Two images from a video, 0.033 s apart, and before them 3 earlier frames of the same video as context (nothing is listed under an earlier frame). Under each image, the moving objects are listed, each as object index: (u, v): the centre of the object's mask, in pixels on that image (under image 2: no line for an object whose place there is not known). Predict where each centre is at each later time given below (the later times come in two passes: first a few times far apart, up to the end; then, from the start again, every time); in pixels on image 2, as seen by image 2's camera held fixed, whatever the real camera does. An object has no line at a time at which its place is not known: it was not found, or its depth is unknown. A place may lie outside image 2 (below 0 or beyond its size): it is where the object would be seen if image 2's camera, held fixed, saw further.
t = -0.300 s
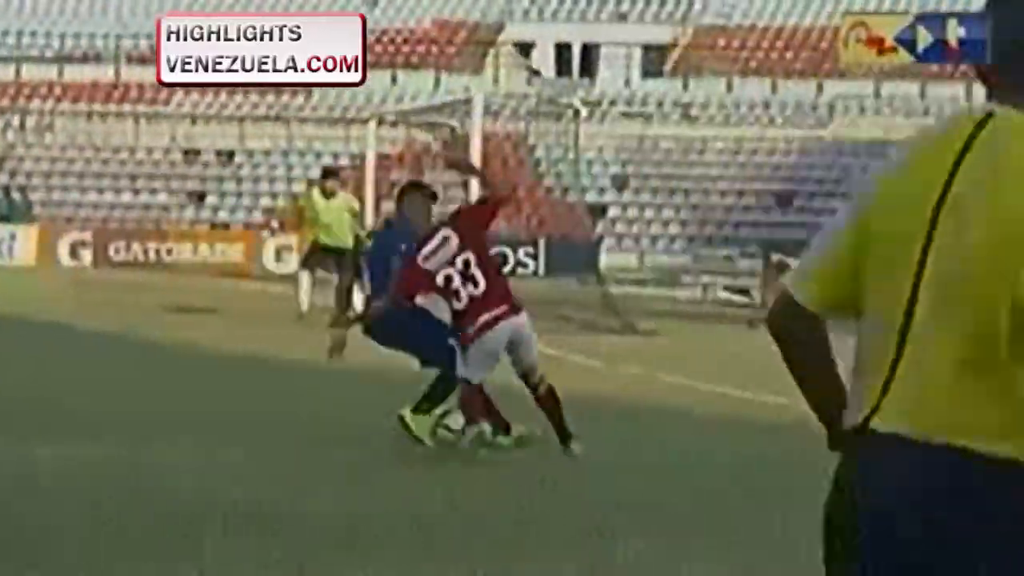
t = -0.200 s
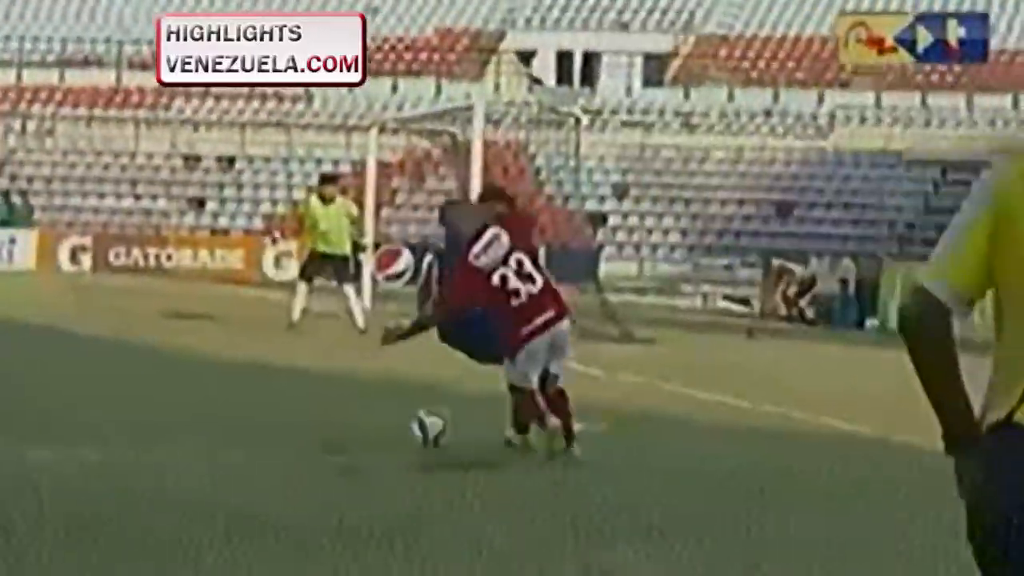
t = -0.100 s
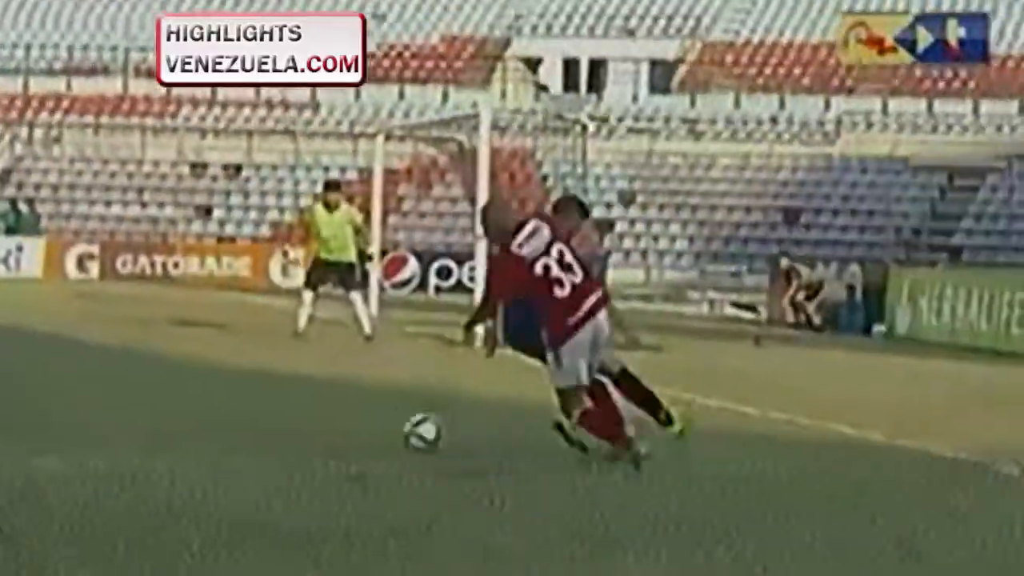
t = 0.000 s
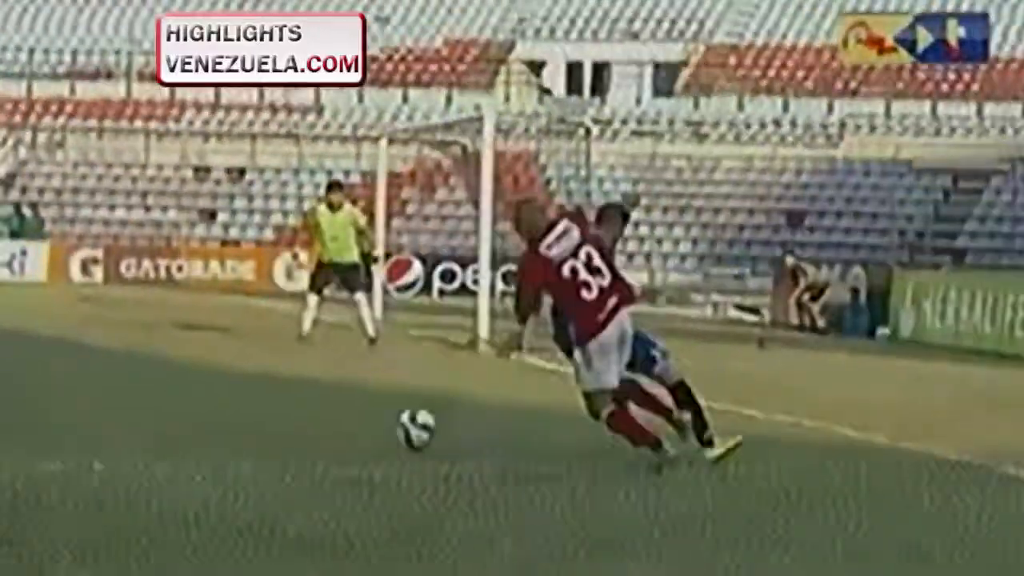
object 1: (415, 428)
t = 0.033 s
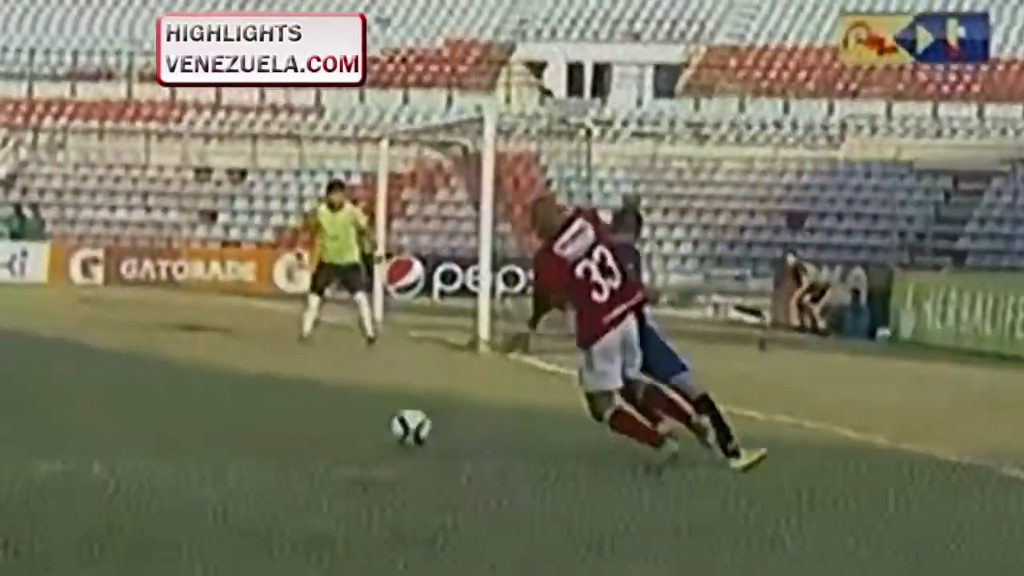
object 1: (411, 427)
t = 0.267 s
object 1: (383, 413)
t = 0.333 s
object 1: (376, 415)
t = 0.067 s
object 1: (406, 425)
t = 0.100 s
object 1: (402, 427)
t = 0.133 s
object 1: (399, 425)
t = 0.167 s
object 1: (396, 421)
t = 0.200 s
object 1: (391, 418)
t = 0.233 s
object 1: (387, 415)
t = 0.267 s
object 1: (383, 413)
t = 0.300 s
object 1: (379, 412)
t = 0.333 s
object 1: (376, 415)
